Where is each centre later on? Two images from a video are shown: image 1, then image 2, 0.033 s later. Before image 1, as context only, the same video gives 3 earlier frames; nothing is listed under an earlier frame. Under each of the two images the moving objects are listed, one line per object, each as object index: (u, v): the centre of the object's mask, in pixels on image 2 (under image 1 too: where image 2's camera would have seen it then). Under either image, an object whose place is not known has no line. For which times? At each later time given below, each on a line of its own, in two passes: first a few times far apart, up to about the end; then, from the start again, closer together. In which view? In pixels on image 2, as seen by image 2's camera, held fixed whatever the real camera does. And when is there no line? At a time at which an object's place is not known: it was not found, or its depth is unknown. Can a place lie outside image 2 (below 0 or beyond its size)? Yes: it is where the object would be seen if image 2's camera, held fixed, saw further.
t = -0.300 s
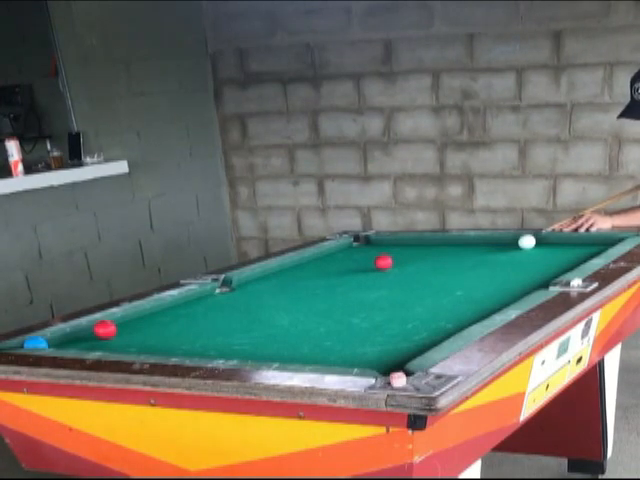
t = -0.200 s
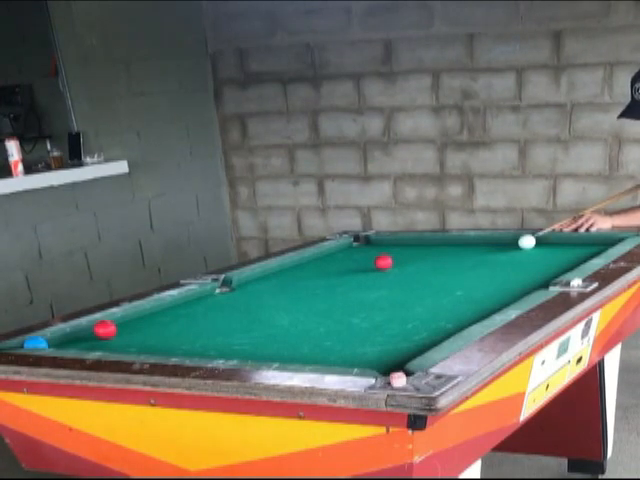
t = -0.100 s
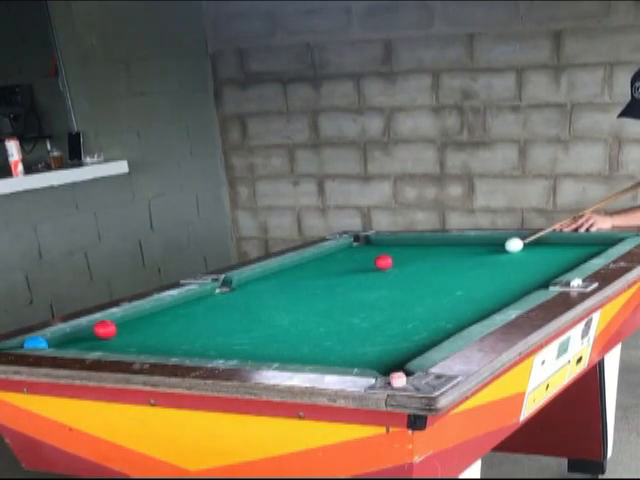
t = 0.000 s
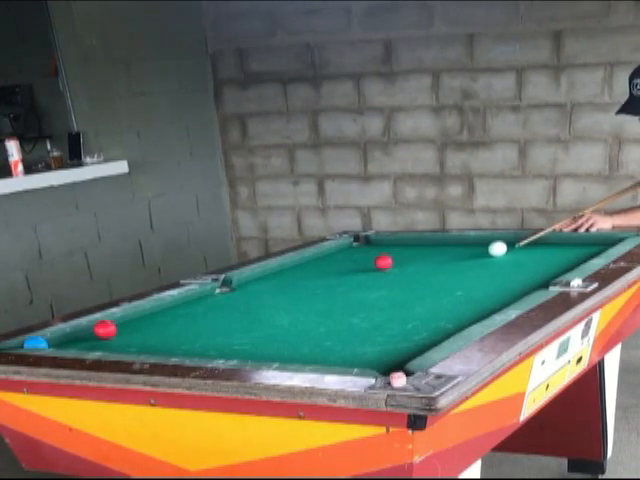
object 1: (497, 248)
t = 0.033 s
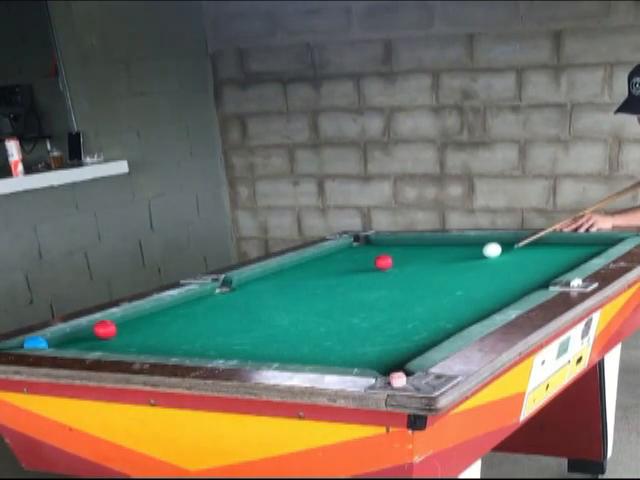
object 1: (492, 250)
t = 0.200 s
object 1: (464, 256)
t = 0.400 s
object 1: (429, 264)
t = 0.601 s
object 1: (395, 273)
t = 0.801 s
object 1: (359, 281)
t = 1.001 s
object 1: (323, 289)
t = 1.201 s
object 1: (287, 298)
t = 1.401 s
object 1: (250, 307)
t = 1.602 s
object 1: (212, 315)
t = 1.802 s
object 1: (173, 324)
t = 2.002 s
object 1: (134, 333)
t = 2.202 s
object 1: (95, 342)
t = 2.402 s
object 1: (64, 345)
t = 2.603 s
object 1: (79, 341)
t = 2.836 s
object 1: (91, 335)
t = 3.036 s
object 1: (91, 333)
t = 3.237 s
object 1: (90, 332)
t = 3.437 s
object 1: (89, 332)
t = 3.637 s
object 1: (88, 332)
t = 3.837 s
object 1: (88, 332)
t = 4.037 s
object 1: (89, 332)
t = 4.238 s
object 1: (89, 332)
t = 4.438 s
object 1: (89, 332)
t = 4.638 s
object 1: (89, 332)
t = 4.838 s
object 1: (89, 332)
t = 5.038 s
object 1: (89, 332)
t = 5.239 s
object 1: (89, 332)
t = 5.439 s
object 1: (89, 332)
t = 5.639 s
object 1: (89, 332)
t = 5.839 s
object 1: (89, 332)
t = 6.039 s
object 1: (89, 332)
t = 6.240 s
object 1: (89, 332)
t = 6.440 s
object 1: (89, 332)
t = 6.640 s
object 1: (89, 332)
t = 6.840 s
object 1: (89, 332)
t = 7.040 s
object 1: (89, 332)
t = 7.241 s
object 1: (89, 332)
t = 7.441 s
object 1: (89, 332)
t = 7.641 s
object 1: (89, 332)
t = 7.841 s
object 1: (89, 332)
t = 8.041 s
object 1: (89, 332)
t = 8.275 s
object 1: (89, 332)
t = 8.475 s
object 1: (89, 332)
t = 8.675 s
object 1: (88, 332)
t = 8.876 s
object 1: (88, 332)
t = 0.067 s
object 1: (486, 251)
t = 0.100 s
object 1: (480, 252)
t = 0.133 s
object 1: (475, 254)
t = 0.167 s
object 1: (469, 255)
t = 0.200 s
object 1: (464, 256)
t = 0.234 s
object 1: (458, 258)
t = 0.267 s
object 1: (453, 259)
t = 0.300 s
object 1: (447, 260)
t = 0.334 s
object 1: (441, 262)
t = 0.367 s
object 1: (435, 263)
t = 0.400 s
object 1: (429, 264)
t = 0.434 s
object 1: (424, 266)
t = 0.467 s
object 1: (418, 267)
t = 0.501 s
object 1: (412, 269)
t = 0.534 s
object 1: (406, 270)
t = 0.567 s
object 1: (400, 271)
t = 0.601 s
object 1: (395, 273)
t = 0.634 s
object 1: (389, 274)
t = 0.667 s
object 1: (383, 276)
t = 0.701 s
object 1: (377, 277)
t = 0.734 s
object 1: (371, 278)
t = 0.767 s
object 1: (365, 280)
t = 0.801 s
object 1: (359, 281)
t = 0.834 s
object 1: (353, 282)
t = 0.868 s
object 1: (347, 284)
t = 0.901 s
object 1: (341, 285)
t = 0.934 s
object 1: (335, 287)
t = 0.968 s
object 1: (329, 288)
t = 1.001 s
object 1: (323, 289)
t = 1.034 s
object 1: (317, 291)
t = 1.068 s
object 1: (311, 292)
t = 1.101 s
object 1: (305, 294)
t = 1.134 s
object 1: (299, 295)
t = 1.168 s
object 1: (293, 297)
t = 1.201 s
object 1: (287, 298)
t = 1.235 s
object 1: (281, 300)
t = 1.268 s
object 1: (274, 301)
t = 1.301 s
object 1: (268, 302)
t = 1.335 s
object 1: (262, 304)
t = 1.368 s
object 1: (256, 305)
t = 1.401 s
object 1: (250, 307)
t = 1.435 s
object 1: (243, 308)
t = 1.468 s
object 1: (237, 309)
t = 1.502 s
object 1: (231, 311)
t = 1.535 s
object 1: (224, 313)
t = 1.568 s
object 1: (218, 314)
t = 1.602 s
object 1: (212, 315)
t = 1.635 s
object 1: (205, 317)
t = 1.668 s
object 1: (199, 319)
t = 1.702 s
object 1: (193, 320)
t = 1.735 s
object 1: (186, 321)
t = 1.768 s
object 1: (180, 323)
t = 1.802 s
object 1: (173, 324)
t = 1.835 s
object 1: (167, 326)
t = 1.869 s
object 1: (161, 327)
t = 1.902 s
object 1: (154, 329)
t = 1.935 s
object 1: (147, 330)
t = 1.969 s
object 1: (141, 332)
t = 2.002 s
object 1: (134, 333)
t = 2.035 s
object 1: (128, 335)
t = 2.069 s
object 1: (122, 336)
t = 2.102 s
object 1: (115, 338)
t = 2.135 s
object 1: (109, 339)
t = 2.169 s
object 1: (102, 341)
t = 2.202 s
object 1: (95, 342)
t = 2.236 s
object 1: (89, 343)
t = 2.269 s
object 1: (82, 343)
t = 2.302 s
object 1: (76, 344)
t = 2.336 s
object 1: (69, 345)
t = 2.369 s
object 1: (63, 345)
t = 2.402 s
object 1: (64, 345)
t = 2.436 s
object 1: (67, 344)
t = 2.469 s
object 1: (69, 344)
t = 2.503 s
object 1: (72, 343)
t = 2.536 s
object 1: (74, 343)
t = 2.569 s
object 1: (76, 342)
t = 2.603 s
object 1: (79, 341)
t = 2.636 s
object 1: (81, 340)
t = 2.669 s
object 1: (83, 339)
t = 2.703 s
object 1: (85, 338)
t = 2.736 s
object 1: (87, 337)
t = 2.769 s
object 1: (89, 336)
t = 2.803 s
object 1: (91, 335)
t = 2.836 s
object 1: (91, 335)
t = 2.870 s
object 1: (91, 334)
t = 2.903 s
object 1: (91, 334)
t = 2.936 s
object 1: (91, 334)
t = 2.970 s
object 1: (91, 334)
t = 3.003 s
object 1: (91, 334)
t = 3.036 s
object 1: (91, 333)
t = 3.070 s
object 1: (91, 333)
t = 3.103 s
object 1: (91, 333)
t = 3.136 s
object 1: (91, 333)
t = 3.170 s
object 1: (91, 333)
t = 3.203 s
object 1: (90, 333)
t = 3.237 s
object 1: (90, 332)
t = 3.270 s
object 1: (90, 332)
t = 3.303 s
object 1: (90, 332)
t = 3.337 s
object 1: (90, 332)
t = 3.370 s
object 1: (90, 332)
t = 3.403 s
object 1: (89, 332)
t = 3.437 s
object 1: (89, 332)
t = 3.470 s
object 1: (89, 332)
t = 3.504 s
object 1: (88, 332)
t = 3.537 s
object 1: (88, 332)
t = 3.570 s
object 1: (88, 332)
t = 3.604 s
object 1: (88, 332)
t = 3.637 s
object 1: (88, 332)
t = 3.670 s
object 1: (88, 332)
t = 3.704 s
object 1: (88, 332)
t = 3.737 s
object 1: (88, 332)
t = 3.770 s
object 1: (88, 332)
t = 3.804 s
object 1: (88, 332)
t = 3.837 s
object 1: (88, 332)
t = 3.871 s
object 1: (88, 332)
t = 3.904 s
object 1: (88, 332)
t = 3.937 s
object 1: (88, 332)
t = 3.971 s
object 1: (88, 332)
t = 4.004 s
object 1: (88, 332)
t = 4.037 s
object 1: (89, 332)
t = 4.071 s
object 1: (89, 332)
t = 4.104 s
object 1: (89, 332)
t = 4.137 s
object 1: (89, 332)
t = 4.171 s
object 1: (89, 332)
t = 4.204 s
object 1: (89, 332)
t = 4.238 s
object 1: (89, 332)
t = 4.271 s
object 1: (89, 332)
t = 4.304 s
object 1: (89, 332)
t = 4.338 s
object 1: (89, 332)
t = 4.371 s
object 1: (89, 332)
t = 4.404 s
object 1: (89, 332)
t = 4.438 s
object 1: (89, 332)
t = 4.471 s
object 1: (89, 332)
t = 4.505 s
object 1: (89, 332)
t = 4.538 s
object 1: (89, 332)
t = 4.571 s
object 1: (89, 332)
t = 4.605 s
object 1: (89, 332)
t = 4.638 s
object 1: (89, 332)
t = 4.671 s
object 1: (89, 332)
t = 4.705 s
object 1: (89, 332)
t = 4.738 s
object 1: (89, 332)
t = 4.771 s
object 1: (89, 332)
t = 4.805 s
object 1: (89, 332)
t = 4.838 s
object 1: (89, 332)
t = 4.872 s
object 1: (89, 332)
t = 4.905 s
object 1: (89, 332)
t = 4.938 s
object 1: (89, 332)
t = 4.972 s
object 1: (88, 332)
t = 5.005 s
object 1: (89, 332)
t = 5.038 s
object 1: (89, 332)
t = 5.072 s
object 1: (89, 332)
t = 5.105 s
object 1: (89, 332)
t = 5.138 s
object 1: (89, 332)
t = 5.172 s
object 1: (89, 332)
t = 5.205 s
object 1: (89, 332)
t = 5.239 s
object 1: (89, 332)
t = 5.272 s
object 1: (89, 332)
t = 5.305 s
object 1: (89, 332)
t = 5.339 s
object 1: (89, 332)
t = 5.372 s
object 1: (89, 332)
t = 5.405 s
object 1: (89, 332)
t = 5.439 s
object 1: (89, 332)
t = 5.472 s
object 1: (89, 332)
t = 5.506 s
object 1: (89, 332)
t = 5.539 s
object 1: (88, 332)
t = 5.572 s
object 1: (89, 332)
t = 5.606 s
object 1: (89, 332)
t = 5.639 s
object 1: (89, 332)
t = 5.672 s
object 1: (89, 332)
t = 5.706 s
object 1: (89, 332)
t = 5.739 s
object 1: (89, 332)
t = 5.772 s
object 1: (89, 332)
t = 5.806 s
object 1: (89, 332)
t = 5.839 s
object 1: (89, 332)
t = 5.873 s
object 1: (89, 332)
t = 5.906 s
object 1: (89, 332)
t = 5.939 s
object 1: (89, 332)
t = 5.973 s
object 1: (89, 332)
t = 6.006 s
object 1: (89, 332)
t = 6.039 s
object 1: (89, 332)
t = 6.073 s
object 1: (89, 332)
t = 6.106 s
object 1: (89, 332)
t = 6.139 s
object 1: (89, 332)
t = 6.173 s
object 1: (89, 332)
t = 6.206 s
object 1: (89, 332)
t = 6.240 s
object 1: (89, 332)
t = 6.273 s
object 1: (89, 332)
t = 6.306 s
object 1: (89, 332)
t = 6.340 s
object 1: (89, 332)
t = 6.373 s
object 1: (89, 332)
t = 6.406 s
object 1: (89, 332)
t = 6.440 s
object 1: (89, 332)
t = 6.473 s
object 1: (89, 332)
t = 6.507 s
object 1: (89, 332)
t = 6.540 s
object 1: (89, 332)
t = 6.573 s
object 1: (89, 332)
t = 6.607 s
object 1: (89, 332)
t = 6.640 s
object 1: (89, 332)
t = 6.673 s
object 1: (89, 332)
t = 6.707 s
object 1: (89, 332)
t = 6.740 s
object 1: (89, 332)
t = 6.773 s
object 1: (89, 332)
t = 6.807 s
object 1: (89, 332)
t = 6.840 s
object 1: (89, 332)
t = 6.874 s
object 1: (89, 332)
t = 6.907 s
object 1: (89, 332)
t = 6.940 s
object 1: (89, 332)
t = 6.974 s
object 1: (89, 332)
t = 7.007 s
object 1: (89, 332)
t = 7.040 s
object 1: (89, 332)
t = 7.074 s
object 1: (89, 332)
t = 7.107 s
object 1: (89, 332)
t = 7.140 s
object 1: (89, 332)
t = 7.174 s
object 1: (89, 332)
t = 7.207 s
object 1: (89, 332)
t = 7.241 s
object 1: (89, 332)
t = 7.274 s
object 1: (89, 332)
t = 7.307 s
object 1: (89, 332)
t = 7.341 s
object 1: (89, 332)
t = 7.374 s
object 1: (89, 332)
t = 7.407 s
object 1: (89, 332)
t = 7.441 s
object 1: (89, 332)
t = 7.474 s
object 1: (89, 332)
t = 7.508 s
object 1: (89, 332)
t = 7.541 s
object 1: (89, 332)
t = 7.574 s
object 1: (89, 332)
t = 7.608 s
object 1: (89, 332)
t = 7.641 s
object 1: (89, 332)
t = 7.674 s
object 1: (89, 332)
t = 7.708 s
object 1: (89, 332)
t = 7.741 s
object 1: (89, 332)
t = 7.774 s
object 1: (89, 332)
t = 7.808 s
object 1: (89, 332)
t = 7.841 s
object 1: (89, 332)
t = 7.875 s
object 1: (89, 332)
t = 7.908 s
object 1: (89, 332)
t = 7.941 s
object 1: (89, 332)
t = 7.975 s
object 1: (89, 332)
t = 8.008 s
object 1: (89, 332)
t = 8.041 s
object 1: (89, 332)
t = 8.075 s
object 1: (89, 332)
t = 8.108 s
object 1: (89, 332)
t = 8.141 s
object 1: (89, 332)
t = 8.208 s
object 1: (89, 332)
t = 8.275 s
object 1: (89, 332)
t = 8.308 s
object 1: (89, 332)
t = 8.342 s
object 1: (89, 332)
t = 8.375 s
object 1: (89, 332)
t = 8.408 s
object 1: (89, 332)
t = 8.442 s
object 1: (89, 332)
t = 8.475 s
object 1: (89, 332)
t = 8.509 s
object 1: (89, 332)
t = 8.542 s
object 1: (88, 332)
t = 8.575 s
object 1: (88, 332)
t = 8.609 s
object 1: (88, 332)
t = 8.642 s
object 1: (89, 332)
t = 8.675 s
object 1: (88, 332)
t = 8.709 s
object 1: (88, 332)
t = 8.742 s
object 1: (88, 332)
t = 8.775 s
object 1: (88, 332)
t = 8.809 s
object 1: (89, 332)
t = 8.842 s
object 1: (88, 332)
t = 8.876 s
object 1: (88, 332)
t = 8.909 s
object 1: (89, 332)
